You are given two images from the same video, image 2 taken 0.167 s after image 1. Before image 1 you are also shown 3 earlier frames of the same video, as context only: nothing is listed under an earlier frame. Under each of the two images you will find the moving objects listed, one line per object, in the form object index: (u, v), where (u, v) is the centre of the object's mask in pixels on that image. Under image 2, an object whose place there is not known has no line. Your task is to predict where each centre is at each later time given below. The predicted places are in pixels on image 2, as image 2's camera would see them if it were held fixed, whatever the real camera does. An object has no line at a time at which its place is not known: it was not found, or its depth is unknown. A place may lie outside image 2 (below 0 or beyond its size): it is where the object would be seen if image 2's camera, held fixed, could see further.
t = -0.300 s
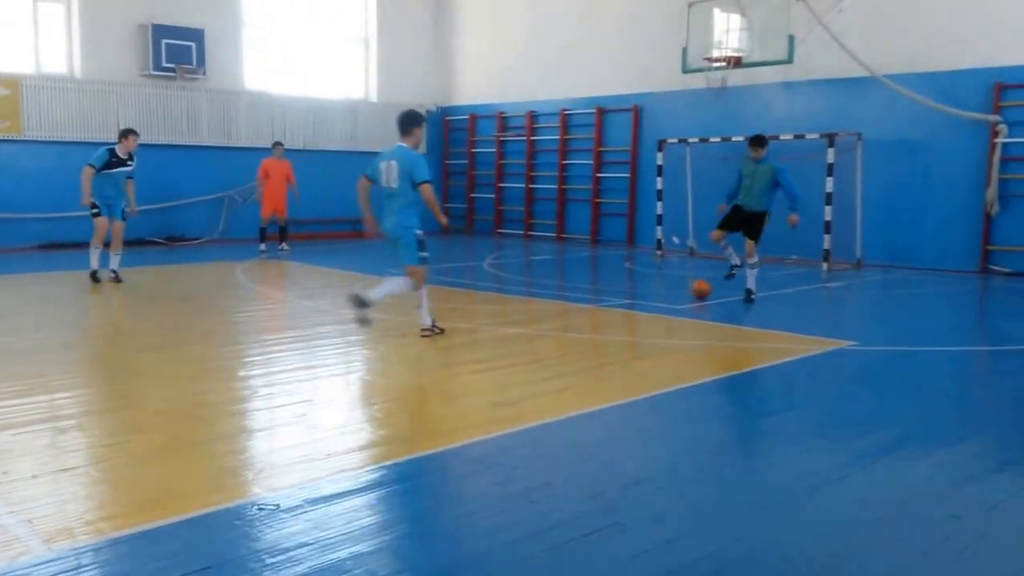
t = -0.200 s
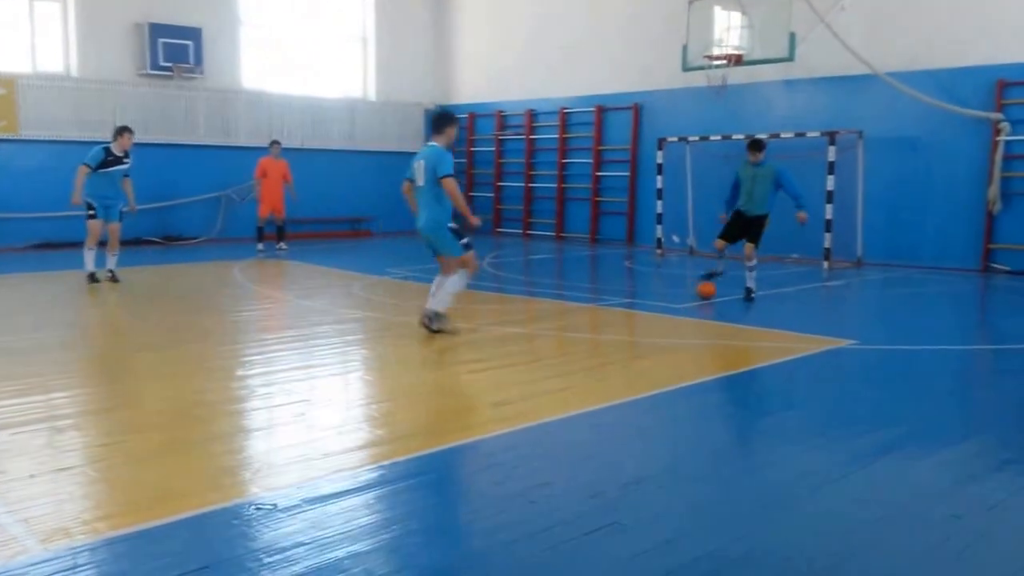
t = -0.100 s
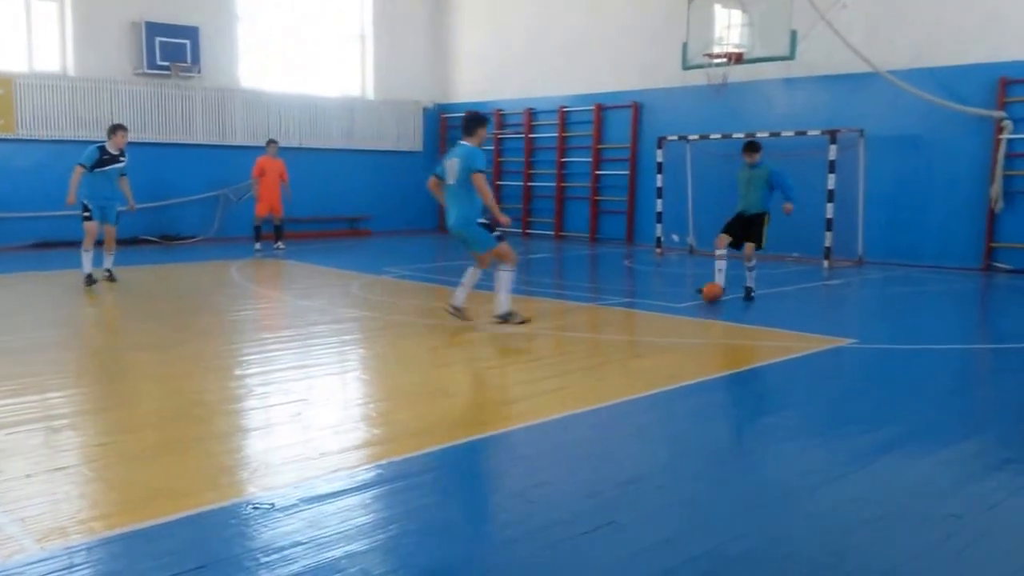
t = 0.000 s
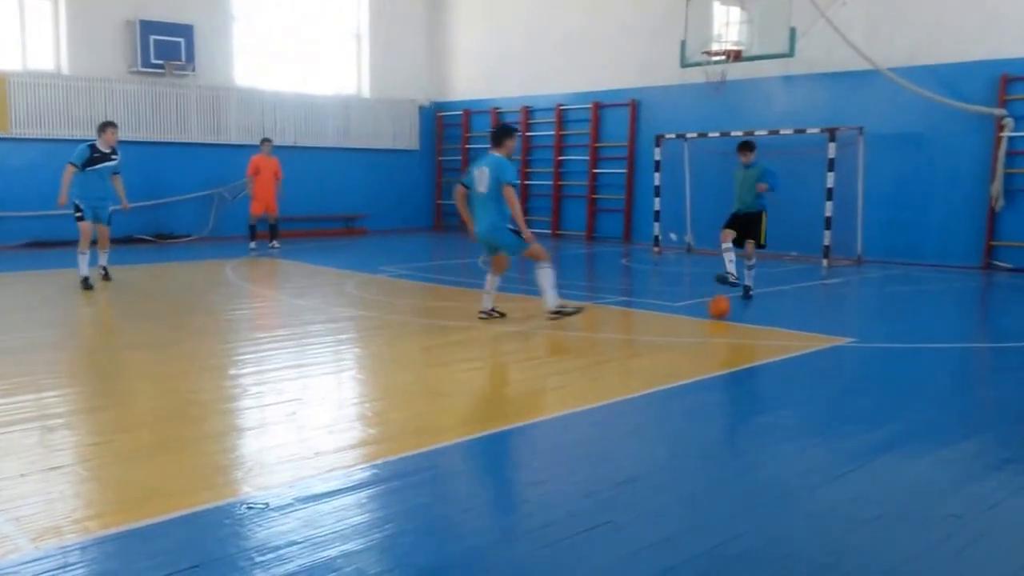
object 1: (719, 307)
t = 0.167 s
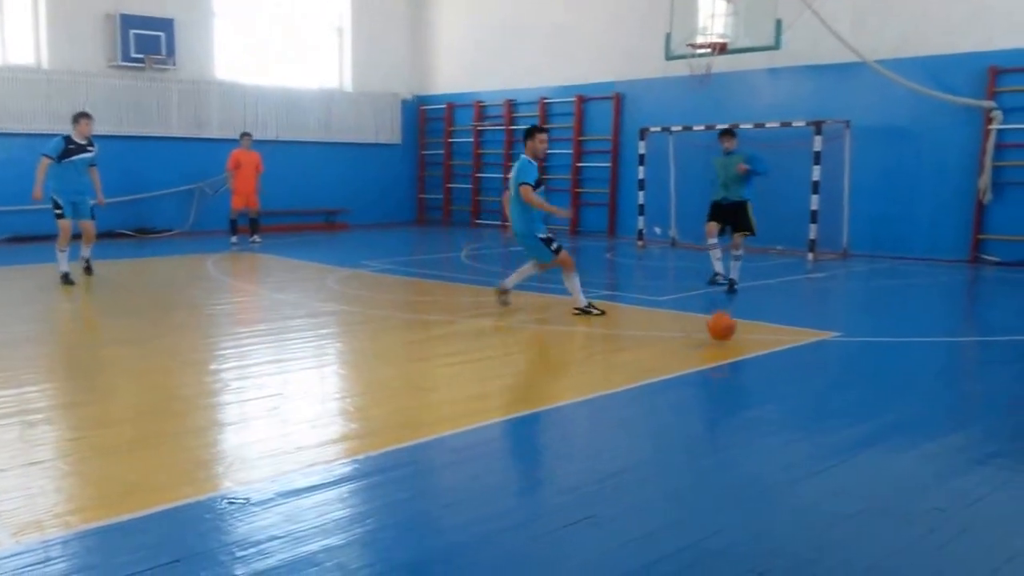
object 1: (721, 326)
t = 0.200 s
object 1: (723, 333)
